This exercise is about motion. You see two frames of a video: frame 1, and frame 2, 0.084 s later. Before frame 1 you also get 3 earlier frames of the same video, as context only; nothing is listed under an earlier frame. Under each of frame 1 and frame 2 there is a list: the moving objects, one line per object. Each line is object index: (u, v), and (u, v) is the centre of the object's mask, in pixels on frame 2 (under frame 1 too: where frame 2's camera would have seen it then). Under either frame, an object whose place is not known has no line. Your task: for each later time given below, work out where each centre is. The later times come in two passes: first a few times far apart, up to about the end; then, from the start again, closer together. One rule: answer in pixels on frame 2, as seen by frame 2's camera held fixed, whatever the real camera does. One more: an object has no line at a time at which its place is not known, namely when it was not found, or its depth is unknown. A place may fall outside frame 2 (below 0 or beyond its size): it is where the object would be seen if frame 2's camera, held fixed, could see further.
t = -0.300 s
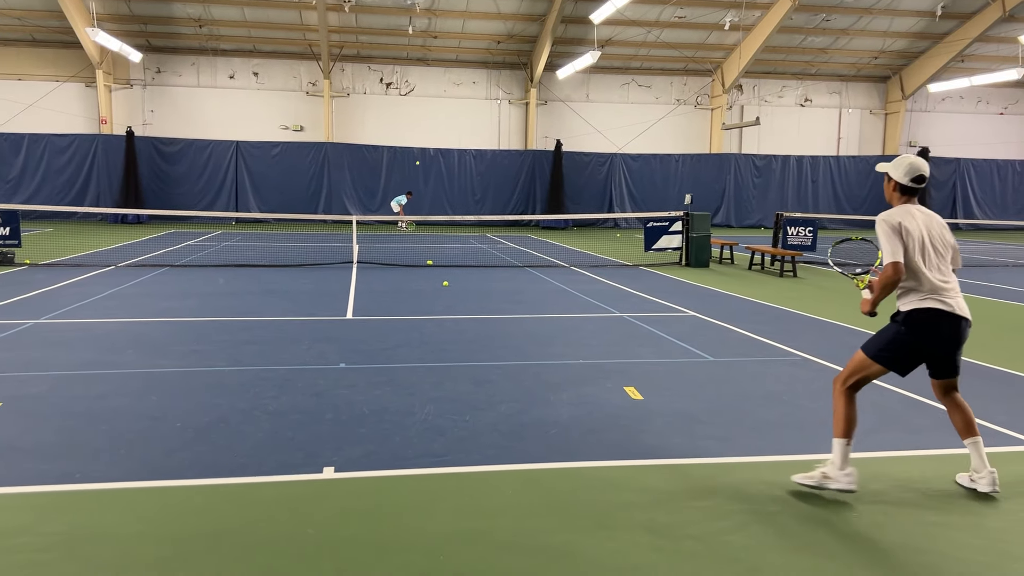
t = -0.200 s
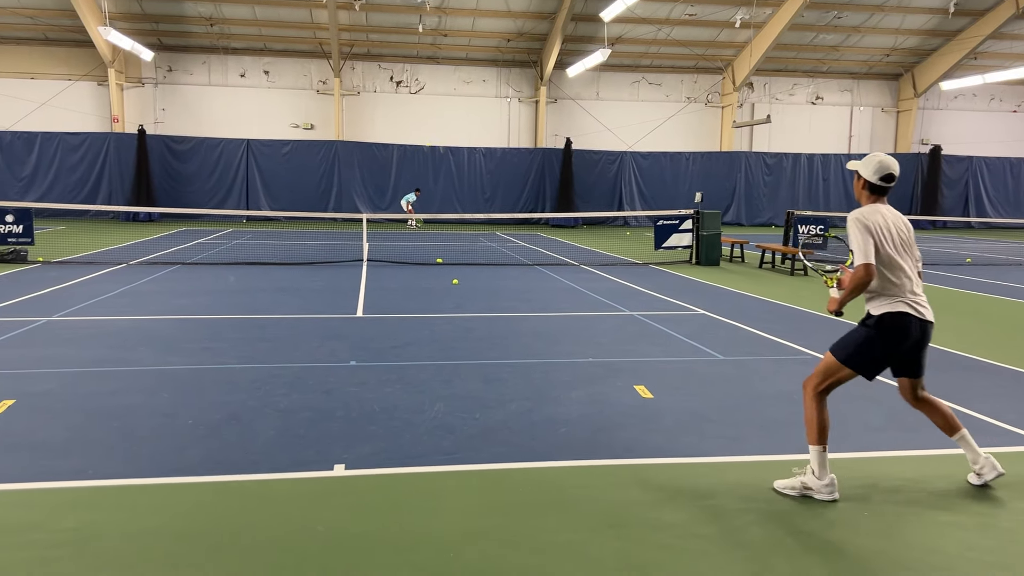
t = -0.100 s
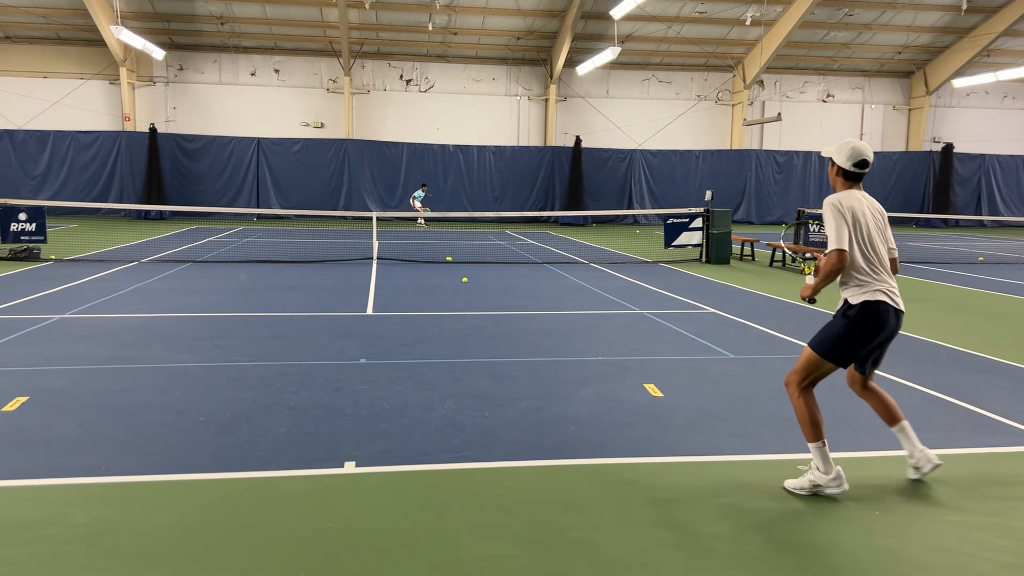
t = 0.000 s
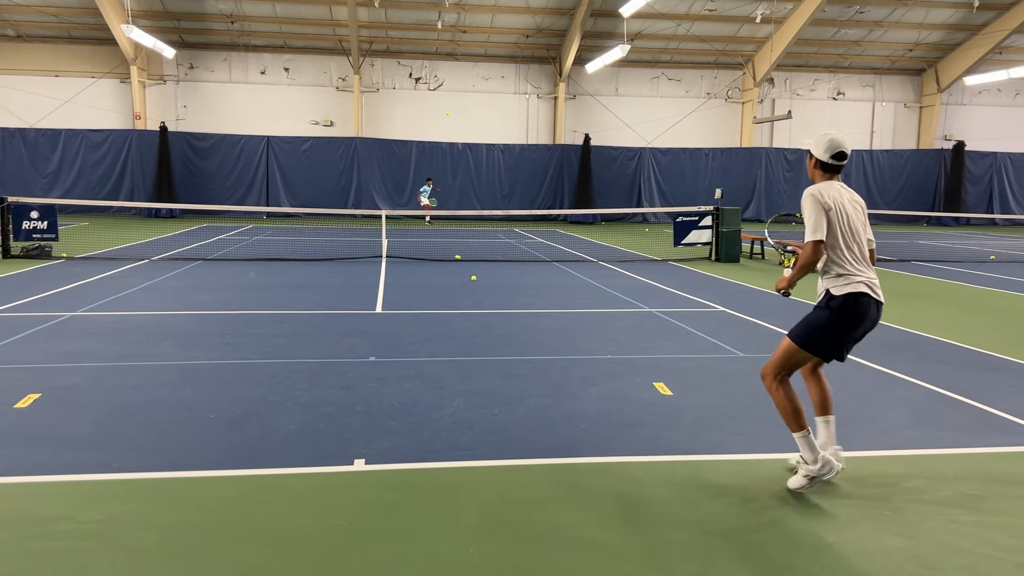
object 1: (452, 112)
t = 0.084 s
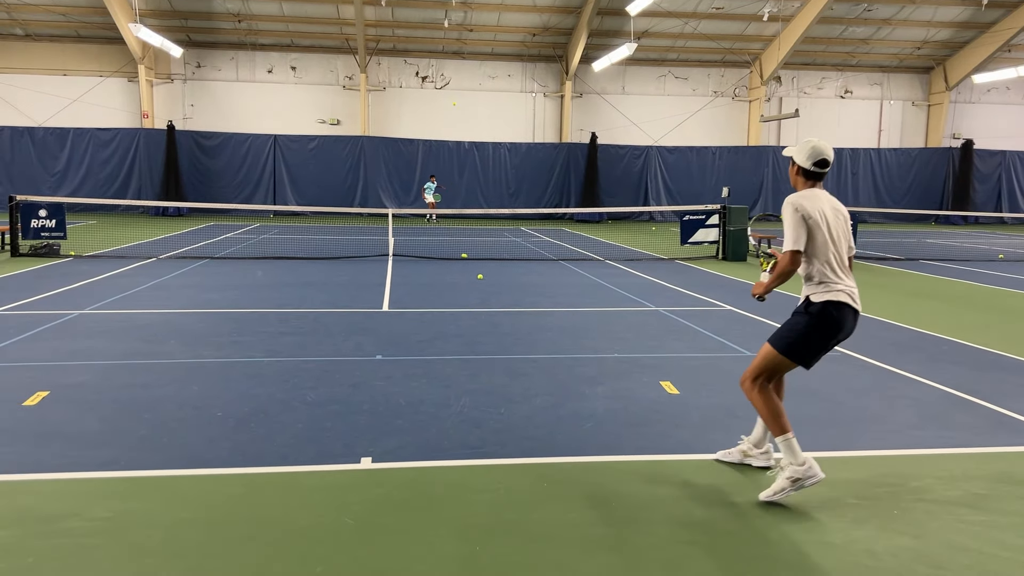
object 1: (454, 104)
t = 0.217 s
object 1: (457, 95)
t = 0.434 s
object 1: (462, 104)
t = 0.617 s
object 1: (465, 144)
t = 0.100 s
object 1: (455, 102)
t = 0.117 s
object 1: (455, 100)
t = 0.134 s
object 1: (455, 100)
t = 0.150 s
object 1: (455, 98)
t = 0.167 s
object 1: (455, 98)
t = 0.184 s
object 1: (457, 97)
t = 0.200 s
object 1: (456, 96)
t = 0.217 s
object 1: (457, 95)
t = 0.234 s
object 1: (457, 95)
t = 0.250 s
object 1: (458, 95)
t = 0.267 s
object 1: (458, 95)
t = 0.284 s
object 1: (458, 95)
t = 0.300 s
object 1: (459, 95)
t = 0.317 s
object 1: (459, 95)
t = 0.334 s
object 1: (459, 96)
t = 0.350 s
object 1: (460, 96)
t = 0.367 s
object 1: (460, 97)
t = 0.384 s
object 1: (461, 99)
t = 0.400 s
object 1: (461, 100)
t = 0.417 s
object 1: (461, 102)
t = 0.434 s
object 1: (462, 104)
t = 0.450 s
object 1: (462, 106)
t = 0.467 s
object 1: (463, 108)
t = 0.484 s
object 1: (463, 111)
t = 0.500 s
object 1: (462, 113)
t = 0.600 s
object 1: (464, 139)
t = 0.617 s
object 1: (465, 144)
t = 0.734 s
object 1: (467, 197)
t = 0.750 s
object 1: (468, 206)
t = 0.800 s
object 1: (465, 242)
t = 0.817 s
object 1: (465, 255)
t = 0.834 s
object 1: (465, 269)
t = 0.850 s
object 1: (464, 284)
